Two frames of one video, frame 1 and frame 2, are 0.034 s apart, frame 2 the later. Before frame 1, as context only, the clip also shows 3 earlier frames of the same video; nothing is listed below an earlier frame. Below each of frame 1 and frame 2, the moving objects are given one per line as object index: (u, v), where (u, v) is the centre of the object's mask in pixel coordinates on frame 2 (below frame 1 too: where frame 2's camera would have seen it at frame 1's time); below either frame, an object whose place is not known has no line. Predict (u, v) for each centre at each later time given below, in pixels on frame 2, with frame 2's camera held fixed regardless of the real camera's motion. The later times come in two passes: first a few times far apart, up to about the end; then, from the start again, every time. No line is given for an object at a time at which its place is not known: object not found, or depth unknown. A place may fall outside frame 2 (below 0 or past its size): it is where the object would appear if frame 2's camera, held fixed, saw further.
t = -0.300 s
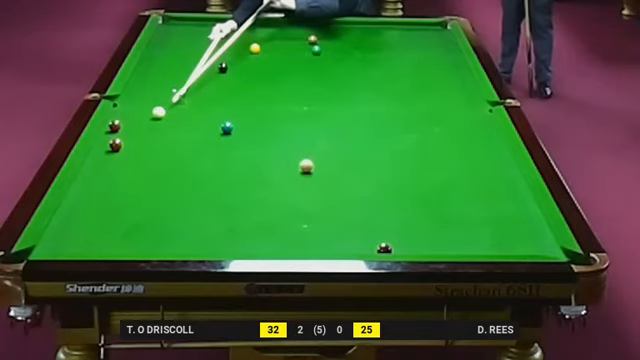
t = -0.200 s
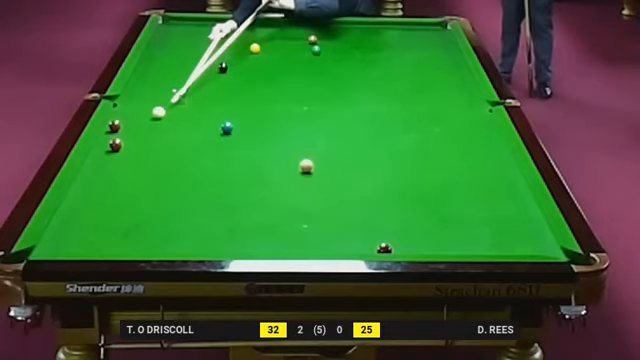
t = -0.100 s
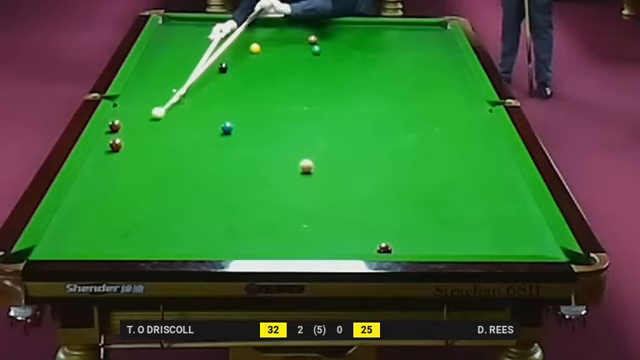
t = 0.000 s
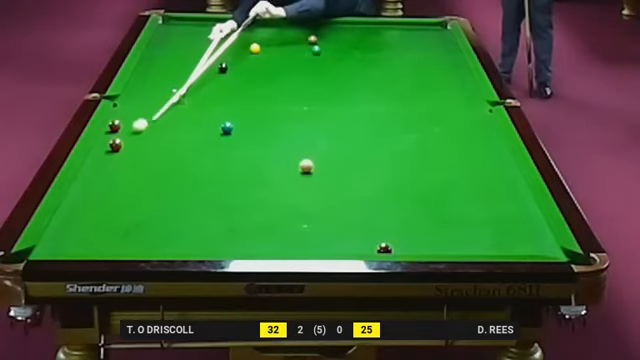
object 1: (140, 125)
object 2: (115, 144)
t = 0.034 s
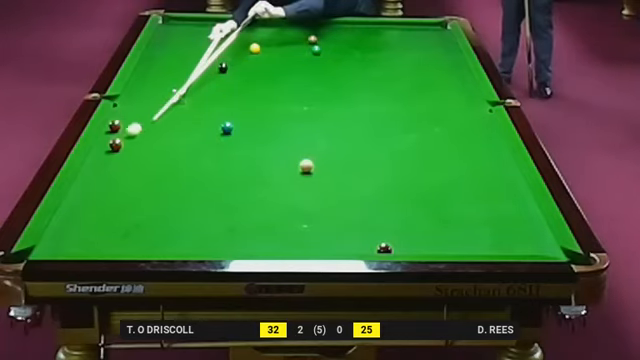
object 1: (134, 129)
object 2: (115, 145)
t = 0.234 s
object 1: (112, 139)
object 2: (104, 158)
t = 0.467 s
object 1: (102, 138)
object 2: (85, 183)
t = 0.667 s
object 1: (106, 138)
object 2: (66, 206)
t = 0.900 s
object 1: (112, 137)
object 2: (52, 234)
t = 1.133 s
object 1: (117, 136)
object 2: (36, 250)
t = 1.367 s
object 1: (120, 136)
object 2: (54, 246)
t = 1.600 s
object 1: (123, 135)
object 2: (63, 239)
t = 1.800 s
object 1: (124, 135)
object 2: (70, 232)
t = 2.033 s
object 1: (124, 135)
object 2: (78, 225)
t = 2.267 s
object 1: (124, 135)
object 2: (85, 219)
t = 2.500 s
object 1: (124, 135)
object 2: (92, 213)
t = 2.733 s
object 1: (124, 135)
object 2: (97, 209)
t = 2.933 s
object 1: (124, 135)
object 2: (102, 205)
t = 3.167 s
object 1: (124, 135)
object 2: (106, 202)
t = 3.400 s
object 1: (124, 135)
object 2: (110, 200)
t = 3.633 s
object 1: (124, 135)
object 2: (113, 198)
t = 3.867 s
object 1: (124, 135)
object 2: (114, 197)
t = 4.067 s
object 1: (124, 135)
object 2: (116, 196)
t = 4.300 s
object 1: (124, 135)
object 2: (116, 196)
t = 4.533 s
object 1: (124, 135)
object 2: (116, 196)
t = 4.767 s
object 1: (124, 135)
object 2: (117, 196)
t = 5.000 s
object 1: (124, 135)
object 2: (116, 196)
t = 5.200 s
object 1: (124, 135)
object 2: (116, 196)
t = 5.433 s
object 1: (124, 135)
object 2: (116, 196)
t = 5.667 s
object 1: (124, 135)
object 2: (116, 196)
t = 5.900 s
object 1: (124, 135)
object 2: (116, 196)
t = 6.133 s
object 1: (124, 135)
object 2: (116, 196)
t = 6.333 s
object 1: (124, 135)
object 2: (116, 196)
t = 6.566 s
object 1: (124, 135)
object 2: (116, 196)
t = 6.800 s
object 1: (124, 135)
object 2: (116, 196)
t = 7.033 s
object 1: (124, 135)
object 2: (116, 196)
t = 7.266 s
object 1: (124, 135)
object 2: (116, 196)
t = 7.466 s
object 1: (124, 135)
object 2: (116, 196)
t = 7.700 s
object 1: (124, 135)
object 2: (116, 196)
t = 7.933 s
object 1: (124, 135)
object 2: (116, 196)
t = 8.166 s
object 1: (124, 135)
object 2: (116, 196)
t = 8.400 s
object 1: (124, 135)
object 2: (117, 196)
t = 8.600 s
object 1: (124, 135)
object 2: (116, 196)
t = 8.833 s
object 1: (125, 135)
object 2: (116, 196)
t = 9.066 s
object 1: (125, 135)
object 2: (116, 196)
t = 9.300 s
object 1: (124, 135)
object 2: (116, 196)
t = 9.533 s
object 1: (124, 135)
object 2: (116, 196)
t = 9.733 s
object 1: (124, 135)
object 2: (117, 196)
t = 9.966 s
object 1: (124, 135)
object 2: (116, 196)
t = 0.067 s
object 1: (127, 134)
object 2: (115, 145)
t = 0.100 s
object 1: (122, 137)
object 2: (115, 145)
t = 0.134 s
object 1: (118, 139)
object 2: (113, 147)
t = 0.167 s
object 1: (116, 139)
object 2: (110, 151)
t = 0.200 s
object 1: (114, 140)
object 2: (107, 155)
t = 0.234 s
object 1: (112, 139)
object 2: (104, 158)
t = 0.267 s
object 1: (111, 139)
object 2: (101, 162)
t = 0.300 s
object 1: (110, 139)
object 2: (99, 166)
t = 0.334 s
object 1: (108, 139)
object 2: (96, 169)
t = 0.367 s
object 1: (107, 139)
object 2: (93, 172)
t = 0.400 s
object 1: (105, 139)
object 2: (90, 175)
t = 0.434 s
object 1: (104, 139)
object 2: (87, 179)
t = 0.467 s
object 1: (102, 138)
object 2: (85, 183)
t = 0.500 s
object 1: (101, 138)
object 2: (82, 186)
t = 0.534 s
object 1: (102, 138)
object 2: (79, 190)
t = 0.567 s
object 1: (103, 138)
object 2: (76, 194)
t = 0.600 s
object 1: (104, 138)
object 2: (72, 198)
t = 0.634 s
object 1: (105, 138)
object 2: (69, 202)
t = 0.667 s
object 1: (106, 138)
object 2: (66, 206)
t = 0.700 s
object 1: (107, 138)
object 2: (63, 210)
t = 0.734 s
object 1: (108, 138)
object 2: (61, 214)
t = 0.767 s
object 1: (109, 137)
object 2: (59, 218)
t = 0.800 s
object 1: (110, 137)
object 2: (57, 222)
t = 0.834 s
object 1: (110, 137)
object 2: (56, 226)
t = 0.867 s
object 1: (111, 137)
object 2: (54, 230)
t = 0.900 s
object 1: (112, 137)
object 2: (52, 234)
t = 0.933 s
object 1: (113, 137)
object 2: (50, 238)
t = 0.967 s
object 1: (113, 137)
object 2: (49, 242)
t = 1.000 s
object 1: (114, 137)
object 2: (47, 246)
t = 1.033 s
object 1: (115, 136)
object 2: (45, 249)
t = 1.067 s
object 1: (115, 136)
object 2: (43, 251)
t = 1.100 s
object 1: (116, 136)
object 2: (37, 250)
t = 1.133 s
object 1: (117, 136)
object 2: (36, 250)
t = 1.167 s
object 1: (117, 136)
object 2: (41, 250)
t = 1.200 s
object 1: (118, 136)
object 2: (45, 250)
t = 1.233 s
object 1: (119, 136)
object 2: (47, 249)
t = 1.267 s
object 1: (119, 136)
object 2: (49, 249)
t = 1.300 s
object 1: (120, 136)
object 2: (51, 248)
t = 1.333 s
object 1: (120, 136)
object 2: (52, 247)
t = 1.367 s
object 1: (120, 136)
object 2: (54, 246)
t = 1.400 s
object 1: (121, 136)
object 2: (55, 245)
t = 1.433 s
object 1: (121, 136)
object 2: (56, 244)
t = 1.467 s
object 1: (121, 136)
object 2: (57, 244)
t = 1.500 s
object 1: (122, 136)
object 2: (59, 243)
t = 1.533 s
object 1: (122, 136)
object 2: (60, 242)
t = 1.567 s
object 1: (122, 136)
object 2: (61, 240)
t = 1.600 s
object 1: (123, 135)
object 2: (63, 239)
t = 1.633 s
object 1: (123, 136)
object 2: (64, 238)
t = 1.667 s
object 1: (124, 135)
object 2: (65, 236)
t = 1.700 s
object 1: (124, 135)
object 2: (67, 235)
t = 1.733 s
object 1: (124, 135)
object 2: (68, 234)
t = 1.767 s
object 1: (124, 135)
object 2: (69, 233)
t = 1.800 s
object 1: (124, 135)
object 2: (70, 232)
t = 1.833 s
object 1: (124, 135)
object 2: (72, 231)
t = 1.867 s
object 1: (124, 135)
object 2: (73, 230)
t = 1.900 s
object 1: (124, 135)
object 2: (74, 229)
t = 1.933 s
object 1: (124, 135)
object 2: (75, 228)
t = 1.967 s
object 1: (124, 135)
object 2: (76, 227)
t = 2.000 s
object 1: (124, 135)
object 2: (77, 226)
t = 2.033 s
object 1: (124, 135)
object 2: (78, 225)
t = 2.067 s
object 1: (124, 135)
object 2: (79, 224)
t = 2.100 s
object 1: (124, 135)
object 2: (80, 223)
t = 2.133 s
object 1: (124, 135)
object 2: (81, 222)
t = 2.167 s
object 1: (124, 135)
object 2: (82, 221)
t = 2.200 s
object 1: (124, 135)
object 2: (83, 220)
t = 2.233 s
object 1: (124, 135)
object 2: (84, 220)
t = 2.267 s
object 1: (124, 135)
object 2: (85, 219)
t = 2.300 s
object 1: (124, 135)
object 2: (86, 218)
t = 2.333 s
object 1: (124, 135)
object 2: (87, 217)
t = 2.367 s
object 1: (124, 135)
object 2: (88, 216)
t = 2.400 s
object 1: (124, 135)
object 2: (89, 216)
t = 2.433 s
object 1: (124, 135)
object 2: (90, 215)
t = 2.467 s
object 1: (124, 135)
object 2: (91, 214)
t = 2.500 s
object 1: (124, 135)
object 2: (92, 213)
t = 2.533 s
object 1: (124, 135)
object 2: (93, 213)
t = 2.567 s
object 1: (124, 135)
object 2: (93, 212)
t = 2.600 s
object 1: (124, 135)
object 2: (94, 211)
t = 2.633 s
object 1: (124, 135)
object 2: (95, 211)
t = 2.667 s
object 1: (124, 135)
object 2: (96, 210)
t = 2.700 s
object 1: (124, 135)
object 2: (97, 210)
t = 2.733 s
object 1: (124, 135)
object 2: (97, 209)
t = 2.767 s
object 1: (124, 135)
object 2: (98, 208)
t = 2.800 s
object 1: (124, 135)
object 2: (99, 208)
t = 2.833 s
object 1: (124, 135)
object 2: (100, 207)
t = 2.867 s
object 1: (124, 135)
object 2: (100, 207)
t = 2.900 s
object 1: (124, 135)
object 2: (101, 206)
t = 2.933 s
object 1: (124, 135)
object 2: (102, 205)
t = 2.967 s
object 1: (124, 135)
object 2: (102, 205)
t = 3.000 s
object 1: (124, 135)
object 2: (103, 205)
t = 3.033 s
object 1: (124, 135)
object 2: (104, 204)
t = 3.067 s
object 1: (124, 135)
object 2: (104, 203)
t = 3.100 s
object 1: (124, 135)
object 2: (105, 203)
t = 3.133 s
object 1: (124, 135)
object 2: (106, 203)
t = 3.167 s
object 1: (124, 135)
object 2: (106, 202)
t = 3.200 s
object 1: (124, 135)
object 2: (107, 202)
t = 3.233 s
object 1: (124, 135)
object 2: (107, 201)
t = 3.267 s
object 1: (124, 135)
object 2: (108, 201)
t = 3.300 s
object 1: (124, 135)
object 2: (108, 201)
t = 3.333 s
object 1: (124, 135)
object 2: (109, 200)
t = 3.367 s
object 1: (124, 135)
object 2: (109, 200)
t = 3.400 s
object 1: (124, 135)
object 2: (110, 200)
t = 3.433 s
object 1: (124, 135)
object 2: (110, 200)
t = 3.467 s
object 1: (124, 135)
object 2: (111, 199)
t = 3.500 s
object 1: (124, 135)
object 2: (111, 199)
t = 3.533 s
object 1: (124, 135)
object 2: (111, 199)
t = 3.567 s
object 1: (124, 135)
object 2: (112, 199)
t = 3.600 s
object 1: (124, 135)
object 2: (112, 198)
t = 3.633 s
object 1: (124, 135)
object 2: (113, 198)
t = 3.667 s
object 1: (124, 135)
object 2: (113, 198)
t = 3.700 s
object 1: (124, 135)
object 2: (113, 198)
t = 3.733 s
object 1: (124, 135)
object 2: (114, 198)
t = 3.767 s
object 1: (125, 135)
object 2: (114, 197)
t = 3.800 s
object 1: (125, 135)
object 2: (114, 197)
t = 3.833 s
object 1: (124, 135)
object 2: (114, 197)
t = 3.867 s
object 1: (124, 135)
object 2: (114, 197)
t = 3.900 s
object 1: (124, 135)
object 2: (115, 197)
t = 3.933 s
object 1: (124, 135)
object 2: (115, 197)
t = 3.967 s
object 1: (124, 135)
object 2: (115, 197)
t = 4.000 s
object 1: (124, 135)
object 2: (115, 197)
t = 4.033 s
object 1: (124, 135)
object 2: (115, 196)
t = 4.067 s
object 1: (124, 135)
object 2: (116, 196)
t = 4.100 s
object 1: (124, 135)
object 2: (116, 196)
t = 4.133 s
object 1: (124, 135)
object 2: (116, 196)
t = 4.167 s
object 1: (124, 135)
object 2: (116, 196)
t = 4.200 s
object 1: (124, 135)
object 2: (116, 196)
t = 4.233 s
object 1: (124, 135)
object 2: (116, 196)
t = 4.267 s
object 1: (124, 135)
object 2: (116, 196)
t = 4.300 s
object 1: (124, 135)
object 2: (116, 196)
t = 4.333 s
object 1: (124, 135)
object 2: (117, 196)
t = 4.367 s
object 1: (124, 135)
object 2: (117, 196)
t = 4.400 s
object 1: (124, 135)
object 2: (117, 196)
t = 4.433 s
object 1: (124, 135)
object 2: (117, 196)
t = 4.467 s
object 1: (124, 135)
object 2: (117, 196)
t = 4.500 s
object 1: (124, 135)
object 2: (117, 196)
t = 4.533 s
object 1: (124, 135)
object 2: (116, 196)
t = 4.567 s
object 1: (124, 135)
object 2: (117, 196)
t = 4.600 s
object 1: (124, 135)
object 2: (117, 196)
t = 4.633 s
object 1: (124, 135)
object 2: (116, 196)
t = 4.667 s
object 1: (124, 135)
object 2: (117, 196)
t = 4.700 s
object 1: (124, 135)
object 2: (117, 196)
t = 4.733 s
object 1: (124, 135)
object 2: (117, 196)
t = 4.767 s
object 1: (124, 135)
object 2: (117, 196)
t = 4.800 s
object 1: (124, 135)
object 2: (117, 196)
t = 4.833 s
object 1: (124, 135)
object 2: (117, 196)
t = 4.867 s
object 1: (124, 135)
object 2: (117, 196)
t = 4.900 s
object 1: (124, 135)
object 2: (117, 196)
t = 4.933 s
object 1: (124, 135)
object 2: (117, 196)
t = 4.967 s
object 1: (124, 135)
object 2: (117, 196)
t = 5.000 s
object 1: (124, 135)
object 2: (116, 196)
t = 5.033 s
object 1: (124, 135)
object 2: (117, 196)
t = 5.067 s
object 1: (124, 135)
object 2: (117, 196)
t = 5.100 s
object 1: (124, 135)
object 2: (117, 196)
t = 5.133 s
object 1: (124, 135)
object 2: (116, 196)
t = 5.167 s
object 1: (124, 135)
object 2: (116, 196)
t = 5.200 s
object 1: (124, 135)
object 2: (116, 196)
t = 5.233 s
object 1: (124, 135)
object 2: (116, 196)
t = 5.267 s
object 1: (124, 135)
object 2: (116, 196)
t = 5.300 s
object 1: (124, 135)
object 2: (116, 196)
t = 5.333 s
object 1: (124, 135)
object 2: (116, 196)
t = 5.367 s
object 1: (124, 135)
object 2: (116, 196)
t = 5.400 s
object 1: (124, 135)
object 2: (116, 196)
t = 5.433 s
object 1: (124, 135)
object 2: (116, 196)
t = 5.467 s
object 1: (124, 135)
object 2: (116, 196)
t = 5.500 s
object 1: (124, 135)
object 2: (116, 196)
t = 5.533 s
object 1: (124, 135)
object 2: (116, 196)
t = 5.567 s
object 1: (124, 135)
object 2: (116, 196)
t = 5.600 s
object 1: (124, 135)
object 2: (116, 196)
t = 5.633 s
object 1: (124, 135)
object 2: (116, 196)
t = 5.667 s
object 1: (124, 135)
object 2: (116, 196)
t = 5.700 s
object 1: (124, 135)
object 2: (116, 196)
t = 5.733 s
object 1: (124, 135)
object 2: (116, 196)
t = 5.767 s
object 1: (124, 135)
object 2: (116, 196)
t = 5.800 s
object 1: (124, 135)
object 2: (116, 196)
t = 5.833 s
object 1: (124, 135)
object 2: (116, 196)
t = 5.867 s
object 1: (124, 135)
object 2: (116, 196)
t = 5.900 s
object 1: (124, 135)
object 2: (116, 196)
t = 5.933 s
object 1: (124, 135)
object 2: (116, 196)
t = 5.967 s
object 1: (124, 135)
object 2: (116, 196)
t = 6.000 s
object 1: (124, 135)
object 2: (116, 196)
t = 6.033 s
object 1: (124, 135)
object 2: (116, 196)
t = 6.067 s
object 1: (124, 135)
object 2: (116, 196)
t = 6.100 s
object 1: (124, 135)
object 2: (116, 196)
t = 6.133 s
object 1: (124, 135)
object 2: (116, 196)
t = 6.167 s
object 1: (124, 135)
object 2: (116, 196)
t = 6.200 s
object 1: (124, 135)
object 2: (116, 196)
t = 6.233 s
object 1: (124, 135)
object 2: (116, 196)
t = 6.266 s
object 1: (124, 135)
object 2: (117, 196)
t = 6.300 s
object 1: (124, 135)
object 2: (116, 196)
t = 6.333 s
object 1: (124, 135)
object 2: (116, 196)
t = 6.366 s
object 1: (124, 135)
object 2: (116, 196)
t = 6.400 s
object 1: (124, 135)
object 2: (116, 196)
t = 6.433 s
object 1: (124, 135)
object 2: (116, 196)
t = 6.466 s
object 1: (124, 135)
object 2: (116, 196)
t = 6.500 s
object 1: (124, 135)
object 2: (116, 196)
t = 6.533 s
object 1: (124, 135)
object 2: (116, 196)
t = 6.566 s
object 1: (124, 135)
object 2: (116, 196)
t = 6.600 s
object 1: (124, 135)
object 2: (116, 196)
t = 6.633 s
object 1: (124, 135)
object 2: (116, 196)
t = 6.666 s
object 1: (124, 135)
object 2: (116, 196)
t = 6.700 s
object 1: (124, 135)
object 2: (116, 196)
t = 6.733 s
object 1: (124, 135)
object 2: (116, 196)
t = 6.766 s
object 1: (124, 135)
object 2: (116, 196)
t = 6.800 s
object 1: (124, 135)
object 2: (116, 196)
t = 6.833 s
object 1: (124, 135)
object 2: (116, 196)
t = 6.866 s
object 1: (124, 135)
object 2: (116, 196)
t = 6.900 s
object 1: (124, 135)
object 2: (116, 196)
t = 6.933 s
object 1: (124, 135)
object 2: (116, 196)
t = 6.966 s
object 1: (124, 135)
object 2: (116, 196)
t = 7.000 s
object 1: (124, 135)
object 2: (116, 196)
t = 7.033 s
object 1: (124, 135)
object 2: (116, 196)
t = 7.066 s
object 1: (124, 135)
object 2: (116, 196)
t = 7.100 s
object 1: (124, 135)
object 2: (116, 196)
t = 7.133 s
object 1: (124, 135)
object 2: (117, 196)
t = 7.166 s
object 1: (124, 135)
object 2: (117, 196)
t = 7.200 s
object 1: (124, 135)
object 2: (117, 196)
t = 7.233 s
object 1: (124, 135)
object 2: (117, 196)
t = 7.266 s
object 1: (124, 135)
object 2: (116, 196)
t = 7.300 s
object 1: (124, 135)
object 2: (117, 196)
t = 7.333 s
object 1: (124, 135)
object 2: (116, 196)
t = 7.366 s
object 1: (124, 135)
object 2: (116, 196)
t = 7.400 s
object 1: (124, 135)
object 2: (116, 196)
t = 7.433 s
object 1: (124, 135)
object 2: (116, 196)
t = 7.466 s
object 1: (124, 135)
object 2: (116, 196)
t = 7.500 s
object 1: (124, 135)
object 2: (116, 196)
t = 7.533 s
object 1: (124, 135)
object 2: (116, 196)
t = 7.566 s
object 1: (124, 135)
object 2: (116, 196)
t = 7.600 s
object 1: (124, 135)
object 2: (116, 196)
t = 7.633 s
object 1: (124, 135)
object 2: (116, 196)
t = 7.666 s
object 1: (124, 135)
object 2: (116, 196)
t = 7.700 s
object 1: (124, 135)
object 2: (116, 196)
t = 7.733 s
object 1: (124, 135)
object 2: (116, 196)
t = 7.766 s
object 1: (124, 135)
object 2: (116, 196)
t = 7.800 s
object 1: (124, 135)
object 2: (116, 196)
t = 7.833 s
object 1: (124, 135)
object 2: (116, 196)
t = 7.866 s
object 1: (124, 135)
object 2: (116, 196)
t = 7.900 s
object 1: (124, 135)
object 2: (116, 196)
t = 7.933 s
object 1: (124, 135)
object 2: (116, 196)
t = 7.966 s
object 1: (124, 135)
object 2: (116, 196)
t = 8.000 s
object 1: (124, 135)
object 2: (116, 196)
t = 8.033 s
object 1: (124, 135)
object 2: (116, 196)
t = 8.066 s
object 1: (124, 135)
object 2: (116, 196)
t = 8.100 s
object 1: (124, 135)
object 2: (116, 196)
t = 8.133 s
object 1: (124, 135)
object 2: (116, 196)
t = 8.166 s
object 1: (124, 135)
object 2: (116, 196)
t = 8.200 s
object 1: (124, 135)
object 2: (116, 196)
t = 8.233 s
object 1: (124, 135)
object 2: (116, 196)
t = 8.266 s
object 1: (124, 135)
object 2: (116, 196)
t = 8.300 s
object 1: (124, 135)
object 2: (116, 196)
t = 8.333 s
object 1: (124, 135)
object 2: (117, 196)
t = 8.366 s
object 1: (124, 135)
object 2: (117, 196)
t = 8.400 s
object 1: (124, 135)
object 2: (117, 196)
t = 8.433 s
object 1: (124, 135)
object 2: (117, 196)
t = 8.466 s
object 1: (124, 135)
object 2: (116, 196)
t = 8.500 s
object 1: (124, 135)
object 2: (116, 196)
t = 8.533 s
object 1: (124, 135)
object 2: (116, 196)
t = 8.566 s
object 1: (124, 135)
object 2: (117, 196)
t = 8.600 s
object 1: (124, 135)
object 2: (116, 196)
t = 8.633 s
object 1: (124, 135)
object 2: (116, 196)
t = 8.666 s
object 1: (124, 135)
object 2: (116, 196)
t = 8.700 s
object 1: (124, 135)
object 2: (116, 196)
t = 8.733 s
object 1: (125, 135)
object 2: (116, 196)
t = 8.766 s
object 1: (124, 135)
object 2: (116, 196)
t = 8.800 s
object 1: (125, 135)
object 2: (116, 196)
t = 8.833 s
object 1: (125, 135)
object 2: (116, 196)
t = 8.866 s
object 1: (125, 135)
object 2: (116, 196)
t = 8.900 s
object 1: (125, 135)
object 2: (116, 196)
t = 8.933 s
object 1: (125, 135)
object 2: (117, 196)
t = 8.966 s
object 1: (125, 135)
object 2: (117, 196)
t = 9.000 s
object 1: (125, 135)
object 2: (117, 196)
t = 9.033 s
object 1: (125, 135)
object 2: (116, 196)
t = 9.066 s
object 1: (125, 135)
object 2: (116, 196)
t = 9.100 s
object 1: (125, 135)
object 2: (116, 196)
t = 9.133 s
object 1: (125, 135)
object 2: (116, 196)
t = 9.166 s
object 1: (125, 135)
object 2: (116, 196)
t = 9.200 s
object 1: (125, 135)
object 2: (116, 196)
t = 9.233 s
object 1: (124, 135)
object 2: (116, 196)
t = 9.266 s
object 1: (125, 135)
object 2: (116, 196)
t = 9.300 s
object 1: (124, 135)
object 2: (116, 196)
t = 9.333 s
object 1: (124, 135)
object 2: (116, 196)
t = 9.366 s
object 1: (125, 135)
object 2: (116, 196)
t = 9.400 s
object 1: (125, 135)
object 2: (116, 196)
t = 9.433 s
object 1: (125, 135)
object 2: (116, 196)
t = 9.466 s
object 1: (124, 135)
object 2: (116, 196)
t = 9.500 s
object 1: (124, 135)
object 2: (116, 196)
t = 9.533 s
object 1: (124, 135)
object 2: (116, 196)
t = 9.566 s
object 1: (124, 135)
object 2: (116, 196)
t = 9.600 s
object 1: (124, 135)
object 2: (116, 196)
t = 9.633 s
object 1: (124, 135)
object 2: (116, 196)
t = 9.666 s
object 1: (124, 135)
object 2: (117, 196)
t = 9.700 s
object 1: (124, 135)
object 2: (117, 196)
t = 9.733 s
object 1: (124, 135)
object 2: (117, 196)
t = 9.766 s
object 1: (124, 135)
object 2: (116, 196)
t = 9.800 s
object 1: (125, 135)
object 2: (116, 196)
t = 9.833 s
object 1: (125, 135)
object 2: (116, 196)
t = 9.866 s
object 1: (124, 135)
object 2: (116, 196)
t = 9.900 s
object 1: (124, 135)
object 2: (116, 196)
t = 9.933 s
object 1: (124, 135)
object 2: (116, 196)
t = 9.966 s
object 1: (124, 135)
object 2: (116, 196)
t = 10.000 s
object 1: (125, 135)
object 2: (116, 196)
